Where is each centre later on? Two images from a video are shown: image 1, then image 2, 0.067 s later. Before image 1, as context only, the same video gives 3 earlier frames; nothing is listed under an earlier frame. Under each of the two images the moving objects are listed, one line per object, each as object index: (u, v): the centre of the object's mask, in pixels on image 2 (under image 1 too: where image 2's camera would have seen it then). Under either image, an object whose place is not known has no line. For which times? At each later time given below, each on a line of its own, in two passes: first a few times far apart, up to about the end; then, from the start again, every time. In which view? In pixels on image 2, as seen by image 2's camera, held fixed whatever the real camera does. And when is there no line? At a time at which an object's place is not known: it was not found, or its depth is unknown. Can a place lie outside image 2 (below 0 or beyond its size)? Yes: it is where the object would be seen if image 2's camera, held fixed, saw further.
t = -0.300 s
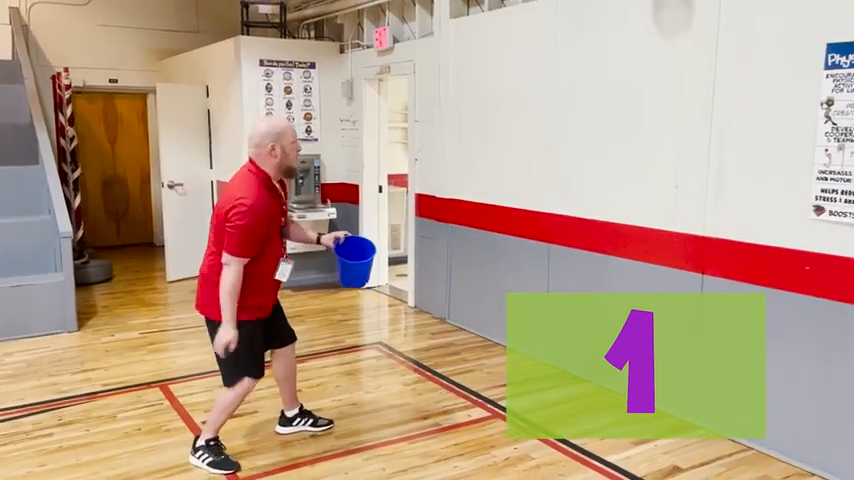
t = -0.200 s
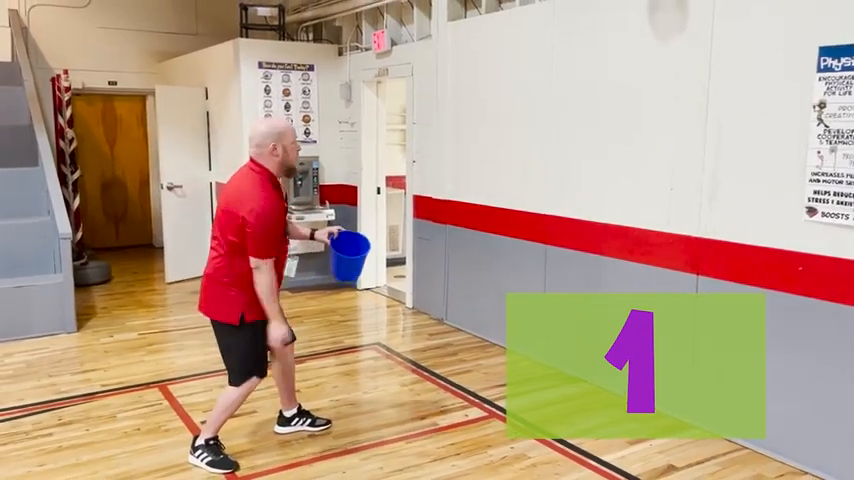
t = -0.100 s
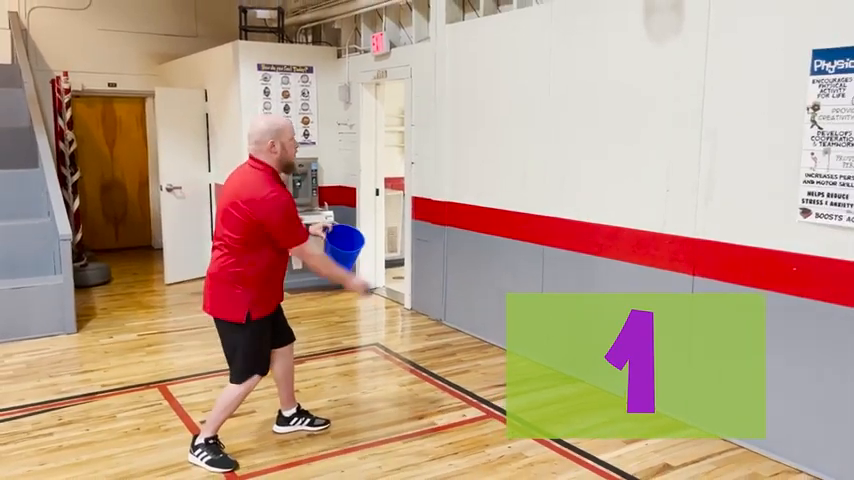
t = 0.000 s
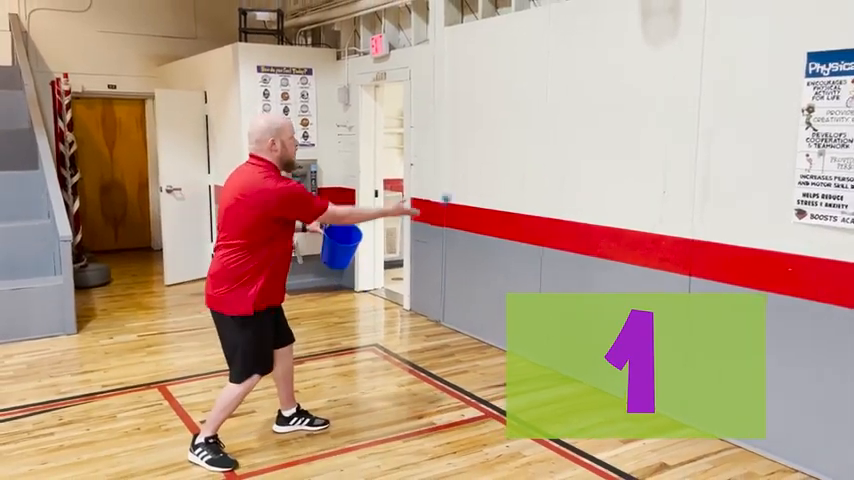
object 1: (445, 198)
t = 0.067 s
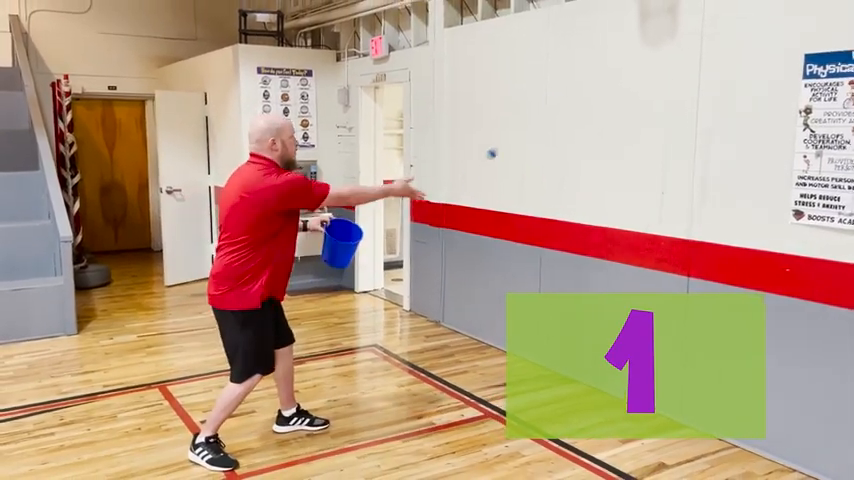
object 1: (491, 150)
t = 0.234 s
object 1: (595, 80)
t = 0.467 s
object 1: (483, 63)
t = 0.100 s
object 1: (514, 132)
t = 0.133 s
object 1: (535, 116)
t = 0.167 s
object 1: (556, 102)
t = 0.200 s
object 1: (575, 90)
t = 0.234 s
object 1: (595, 80)
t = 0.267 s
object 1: (587, 73)
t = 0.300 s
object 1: (571, 66)
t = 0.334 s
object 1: (554, 62)
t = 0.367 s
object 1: (537, 60)
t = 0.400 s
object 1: (520, 59)
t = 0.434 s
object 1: (502, 60)
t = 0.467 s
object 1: (483, 63)
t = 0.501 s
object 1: (465, 68)
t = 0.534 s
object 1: (446, 76)
